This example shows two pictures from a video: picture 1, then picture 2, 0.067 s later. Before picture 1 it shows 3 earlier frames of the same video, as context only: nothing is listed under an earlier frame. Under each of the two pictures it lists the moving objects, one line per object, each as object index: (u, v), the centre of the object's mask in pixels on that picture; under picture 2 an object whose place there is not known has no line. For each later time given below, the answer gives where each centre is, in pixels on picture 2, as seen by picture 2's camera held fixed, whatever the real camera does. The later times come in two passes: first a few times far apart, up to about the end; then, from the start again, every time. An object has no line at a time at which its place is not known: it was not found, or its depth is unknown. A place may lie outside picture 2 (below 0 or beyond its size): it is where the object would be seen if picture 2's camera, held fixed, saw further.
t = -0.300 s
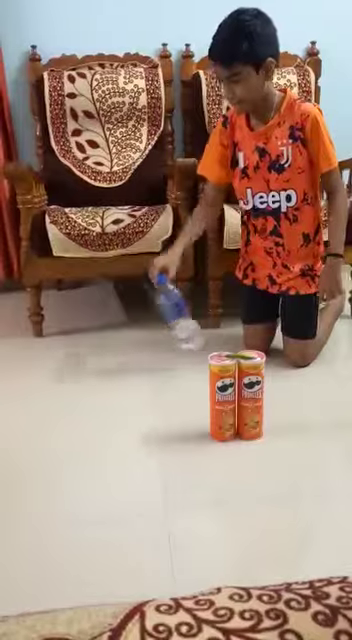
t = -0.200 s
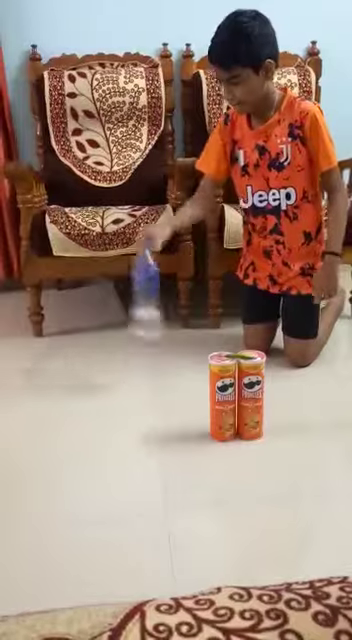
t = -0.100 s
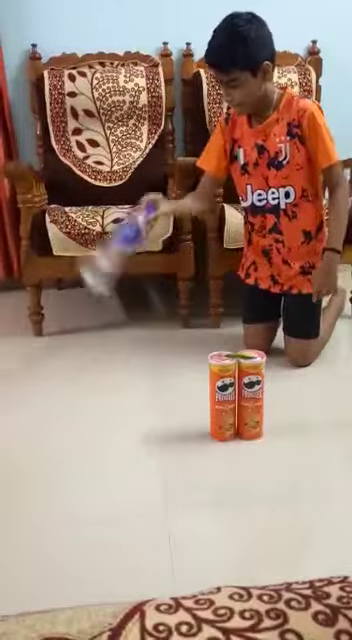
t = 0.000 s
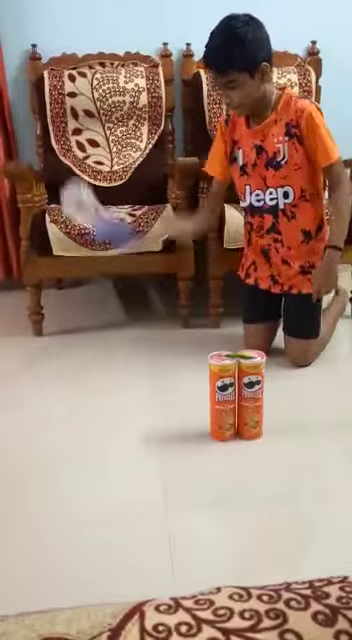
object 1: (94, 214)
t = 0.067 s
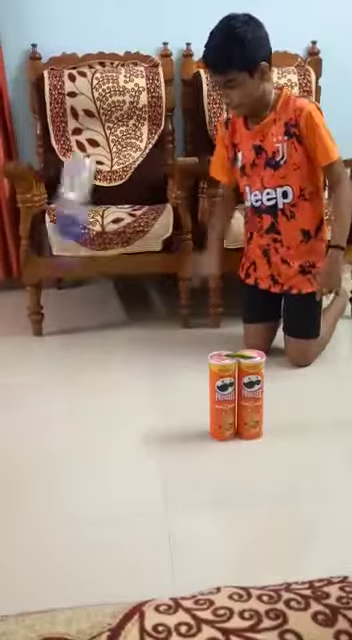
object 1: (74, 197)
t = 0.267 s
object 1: (57, 201)
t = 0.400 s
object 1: (65, 302)
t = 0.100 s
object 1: (55, 200)
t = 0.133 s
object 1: (45, 185)
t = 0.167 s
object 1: (48, 175)
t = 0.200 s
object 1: (49, 175)
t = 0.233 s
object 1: (51, 180)
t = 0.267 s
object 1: (57, 201)
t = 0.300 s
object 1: (59, 219)
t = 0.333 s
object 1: (60, 242)
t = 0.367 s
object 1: (63, 273)
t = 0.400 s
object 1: (65, 302)
